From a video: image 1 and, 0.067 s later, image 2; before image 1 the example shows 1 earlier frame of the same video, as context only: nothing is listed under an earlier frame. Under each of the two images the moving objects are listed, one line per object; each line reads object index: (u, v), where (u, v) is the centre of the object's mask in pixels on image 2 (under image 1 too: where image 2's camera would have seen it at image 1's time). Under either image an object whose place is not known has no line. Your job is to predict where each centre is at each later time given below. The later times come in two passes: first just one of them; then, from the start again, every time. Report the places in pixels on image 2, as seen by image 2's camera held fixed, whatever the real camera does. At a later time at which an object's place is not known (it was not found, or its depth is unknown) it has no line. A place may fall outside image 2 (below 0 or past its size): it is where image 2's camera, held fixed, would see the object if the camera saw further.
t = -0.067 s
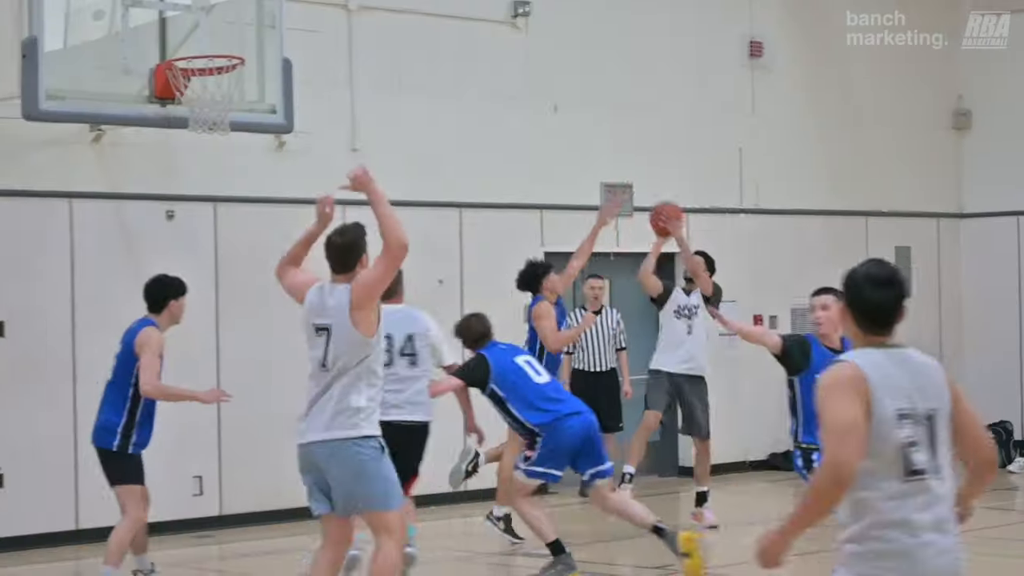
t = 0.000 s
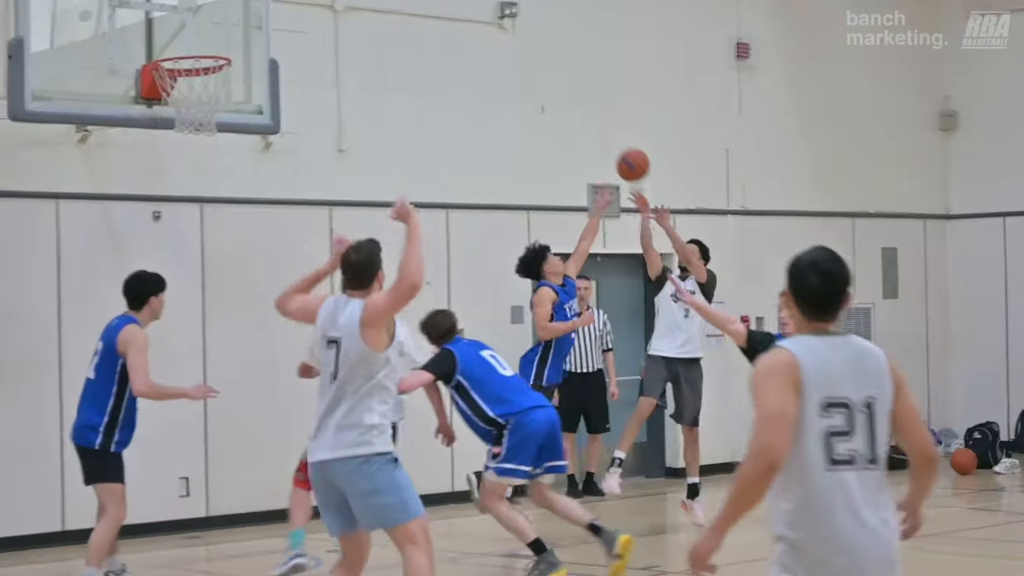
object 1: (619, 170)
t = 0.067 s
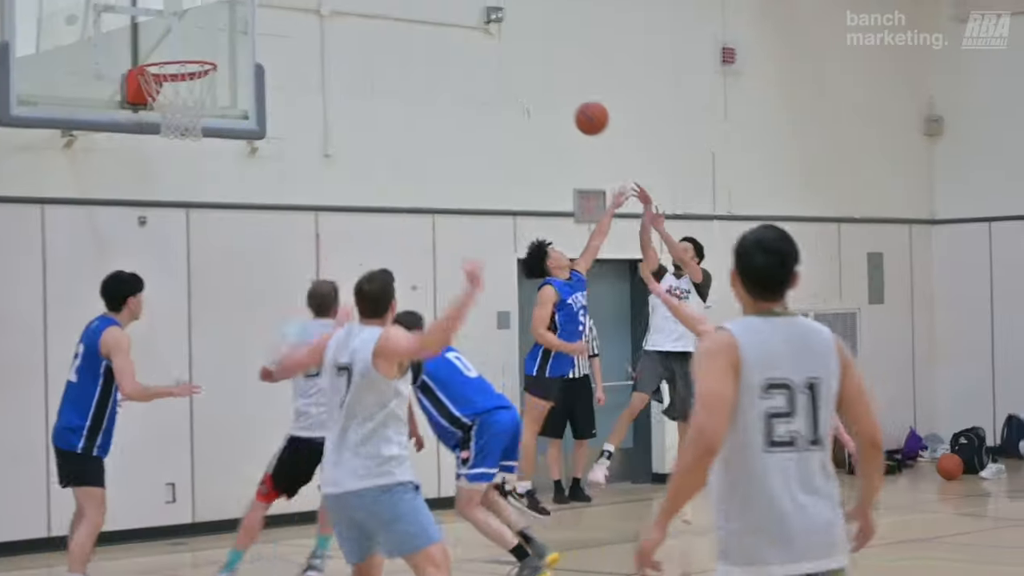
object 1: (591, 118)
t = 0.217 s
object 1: (529, 18)
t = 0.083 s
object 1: (585, 106)
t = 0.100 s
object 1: (578, 94)
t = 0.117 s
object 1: (571, 82)
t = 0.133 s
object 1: (564, 71)
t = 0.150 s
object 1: (557, 60)
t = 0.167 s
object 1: (550, 49)
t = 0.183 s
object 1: (543, 38)
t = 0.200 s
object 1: (535, 28)
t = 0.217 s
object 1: (529, 18)
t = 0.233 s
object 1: (522, 8)
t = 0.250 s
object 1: (515, -2)
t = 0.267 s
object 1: (507, -12)
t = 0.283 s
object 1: (500, -21)
